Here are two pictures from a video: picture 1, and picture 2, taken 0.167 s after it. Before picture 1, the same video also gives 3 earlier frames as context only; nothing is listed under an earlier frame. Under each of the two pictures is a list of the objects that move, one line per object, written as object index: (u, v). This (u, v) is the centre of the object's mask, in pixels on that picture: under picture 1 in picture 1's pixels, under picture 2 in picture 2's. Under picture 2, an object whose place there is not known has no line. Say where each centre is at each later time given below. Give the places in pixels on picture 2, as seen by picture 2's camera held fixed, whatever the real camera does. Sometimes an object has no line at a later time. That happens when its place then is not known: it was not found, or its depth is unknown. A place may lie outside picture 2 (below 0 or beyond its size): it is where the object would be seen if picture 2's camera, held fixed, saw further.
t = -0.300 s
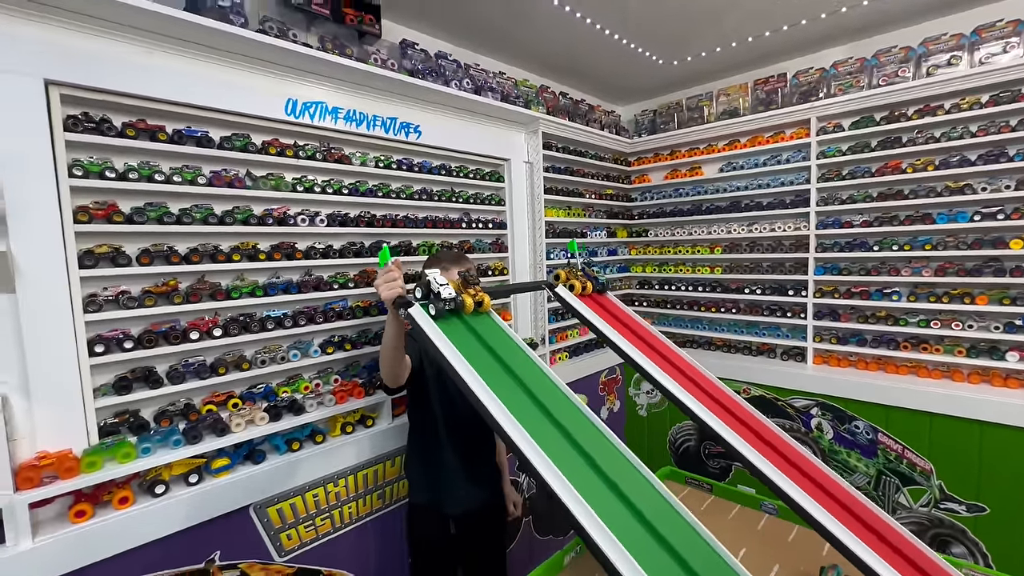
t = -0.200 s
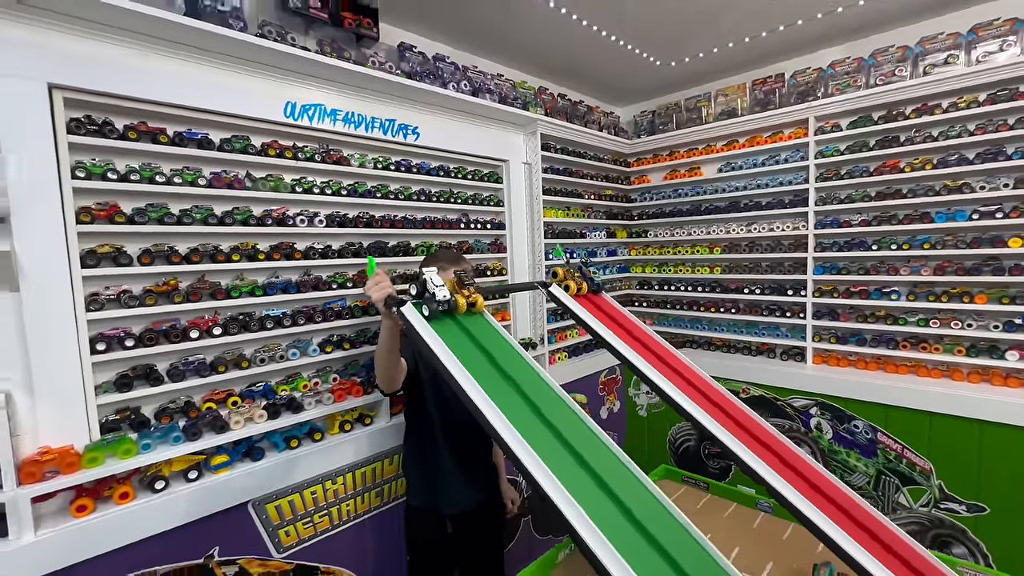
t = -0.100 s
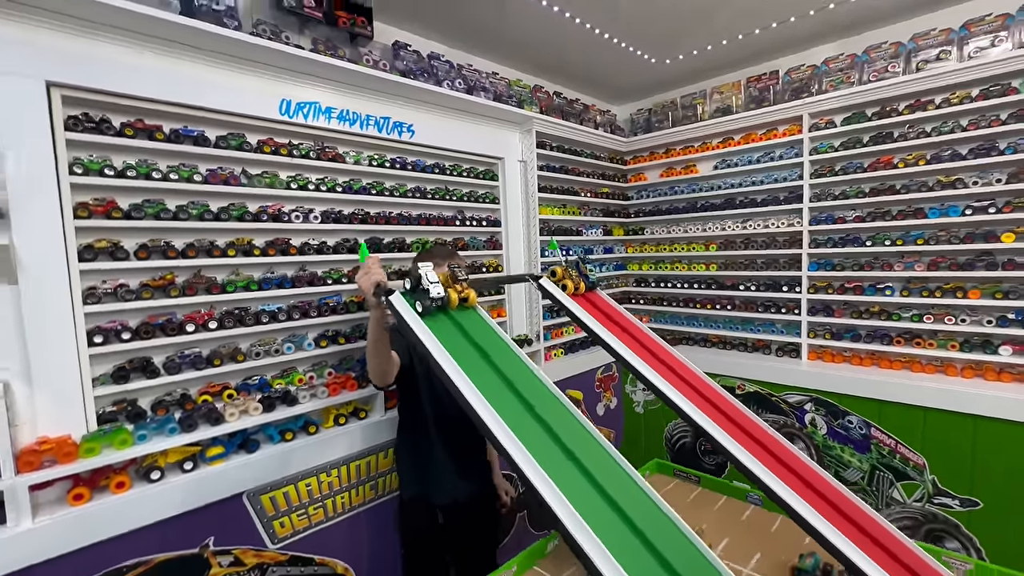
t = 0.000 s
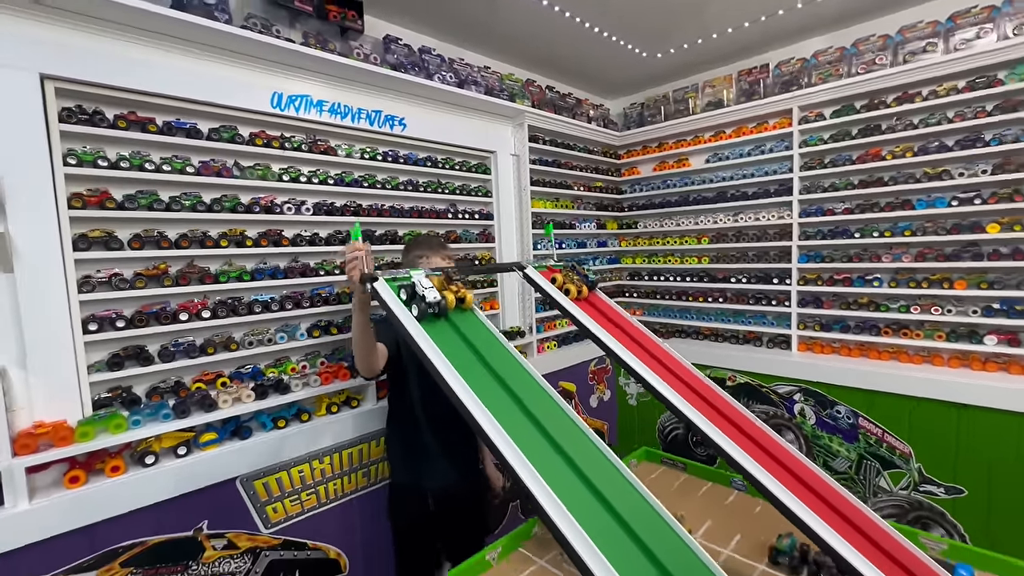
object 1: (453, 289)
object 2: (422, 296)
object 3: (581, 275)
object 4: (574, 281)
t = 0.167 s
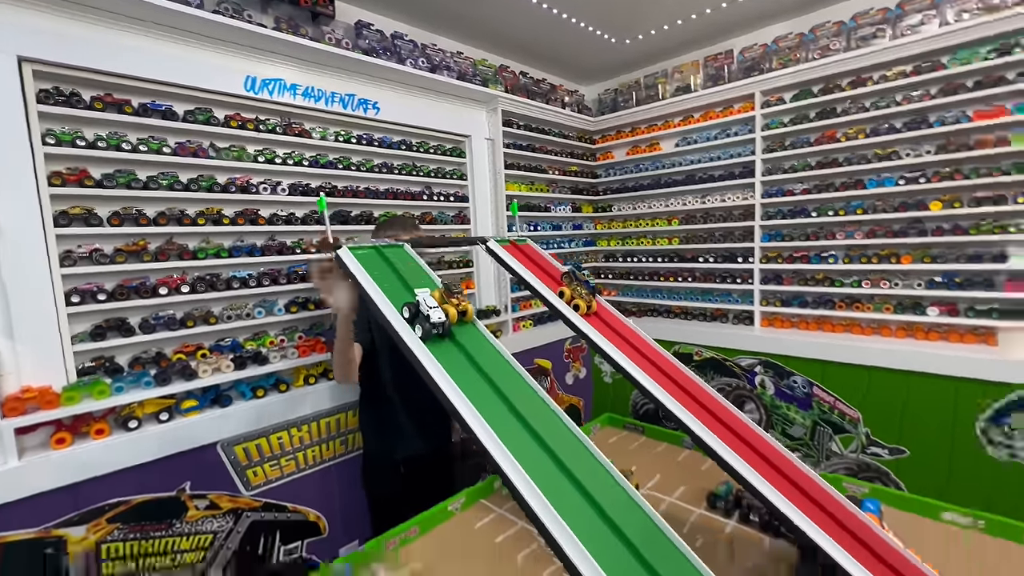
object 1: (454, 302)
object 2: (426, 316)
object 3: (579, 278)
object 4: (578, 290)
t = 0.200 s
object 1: (464, 314)
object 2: (437, 331)
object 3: (590, 288)
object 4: (591, 302)
